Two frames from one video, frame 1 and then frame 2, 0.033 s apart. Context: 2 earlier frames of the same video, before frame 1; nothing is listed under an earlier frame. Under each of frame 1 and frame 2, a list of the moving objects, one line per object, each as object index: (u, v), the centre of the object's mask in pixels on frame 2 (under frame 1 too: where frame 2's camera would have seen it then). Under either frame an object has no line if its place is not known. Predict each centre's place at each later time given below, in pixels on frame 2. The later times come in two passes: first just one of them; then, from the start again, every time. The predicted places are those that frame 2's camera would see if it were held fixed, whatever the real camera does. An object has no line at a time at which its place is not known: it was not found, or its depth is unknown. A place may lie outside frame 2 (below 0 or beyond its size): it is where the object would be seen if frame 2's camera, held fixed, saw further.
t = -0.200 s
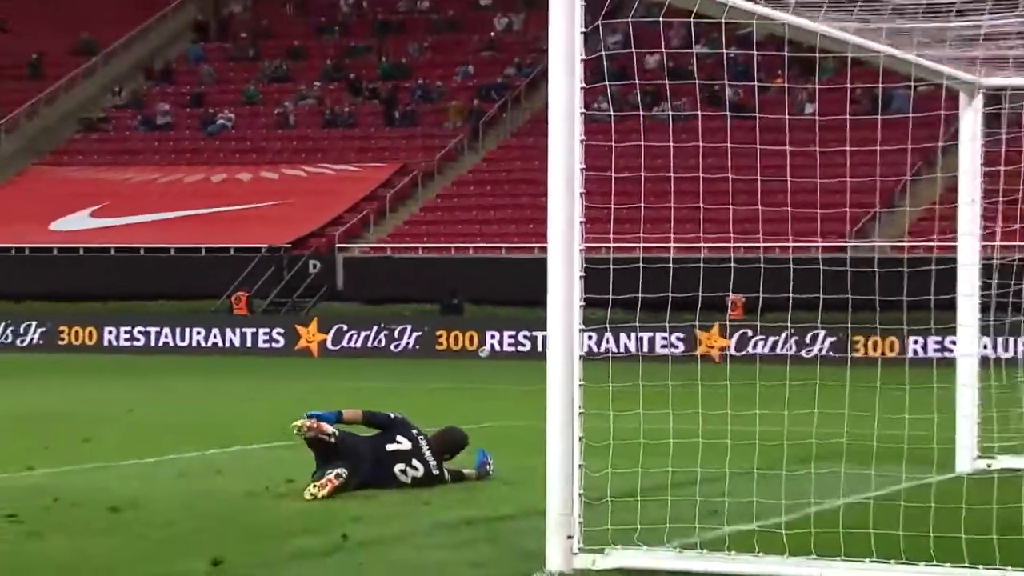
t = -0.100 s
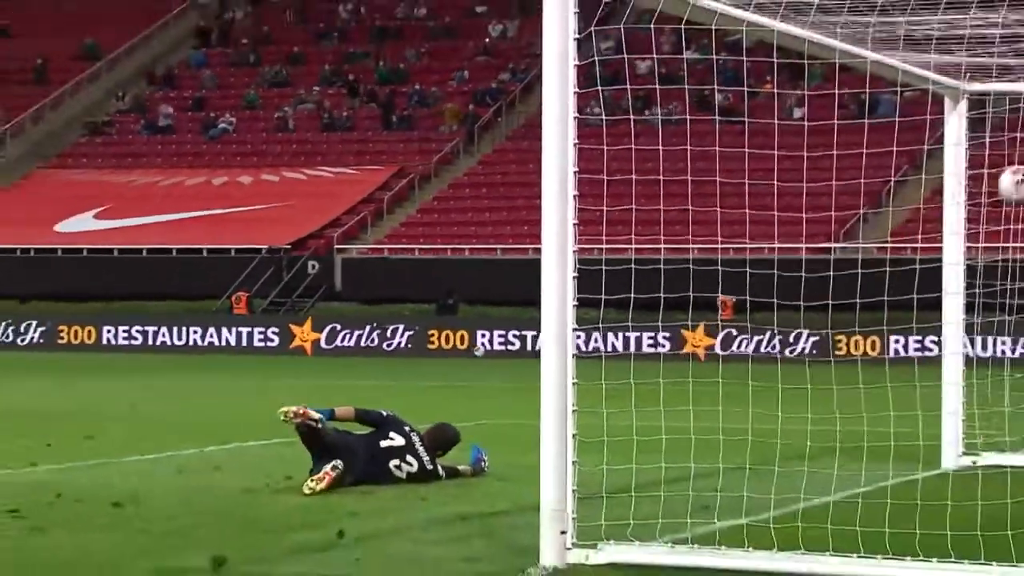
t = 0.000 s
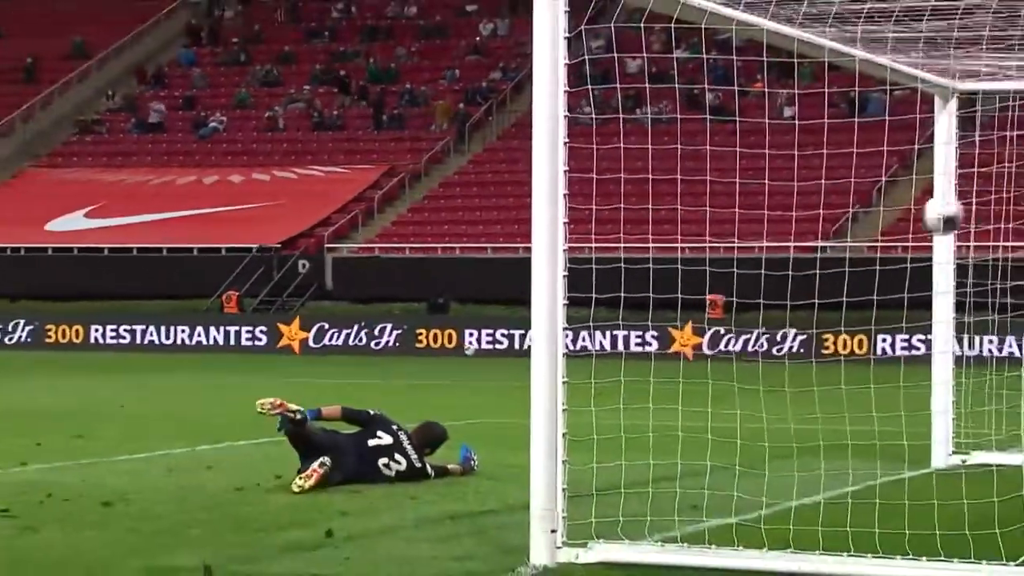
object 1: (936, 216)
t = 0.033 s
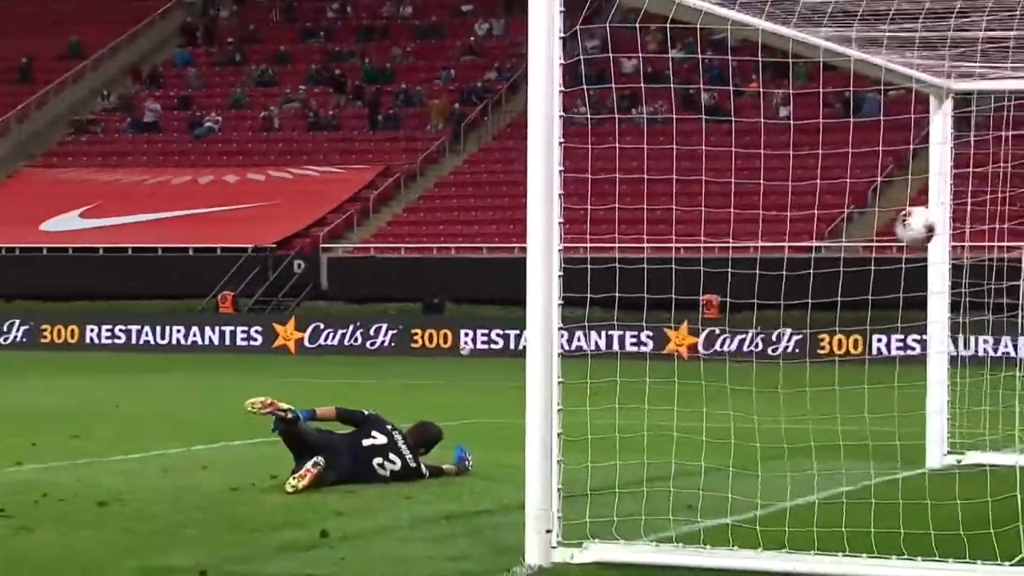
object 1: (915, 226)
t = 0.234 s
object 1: (779, 312)
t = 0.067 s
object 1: (895, 237)
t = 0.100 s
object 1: (873, 251)
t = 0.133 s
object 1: (848, 266)
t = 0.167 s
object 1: (825, 280)
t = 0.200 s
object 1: (801, 296)
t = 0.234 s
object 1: (779, 312)
